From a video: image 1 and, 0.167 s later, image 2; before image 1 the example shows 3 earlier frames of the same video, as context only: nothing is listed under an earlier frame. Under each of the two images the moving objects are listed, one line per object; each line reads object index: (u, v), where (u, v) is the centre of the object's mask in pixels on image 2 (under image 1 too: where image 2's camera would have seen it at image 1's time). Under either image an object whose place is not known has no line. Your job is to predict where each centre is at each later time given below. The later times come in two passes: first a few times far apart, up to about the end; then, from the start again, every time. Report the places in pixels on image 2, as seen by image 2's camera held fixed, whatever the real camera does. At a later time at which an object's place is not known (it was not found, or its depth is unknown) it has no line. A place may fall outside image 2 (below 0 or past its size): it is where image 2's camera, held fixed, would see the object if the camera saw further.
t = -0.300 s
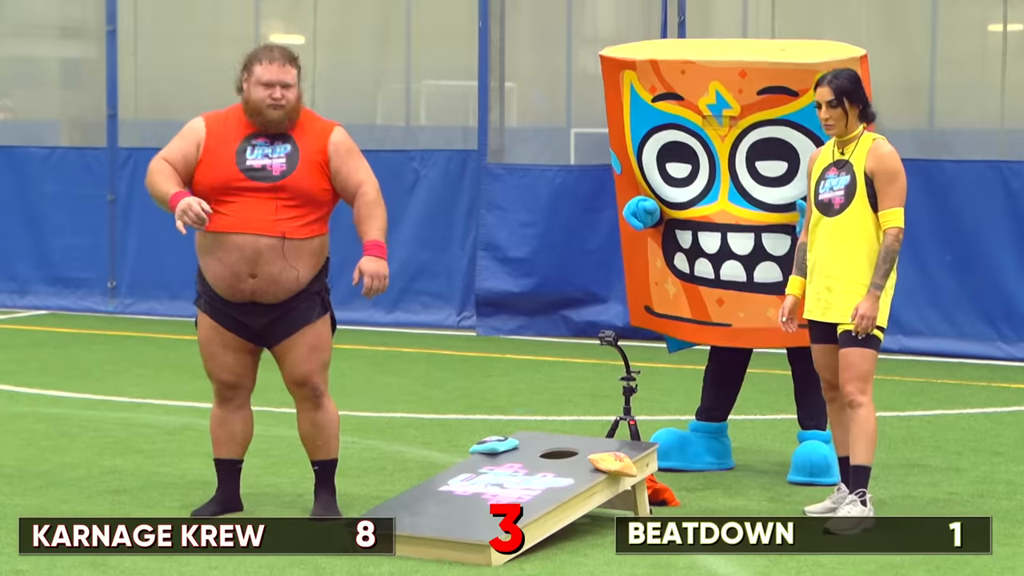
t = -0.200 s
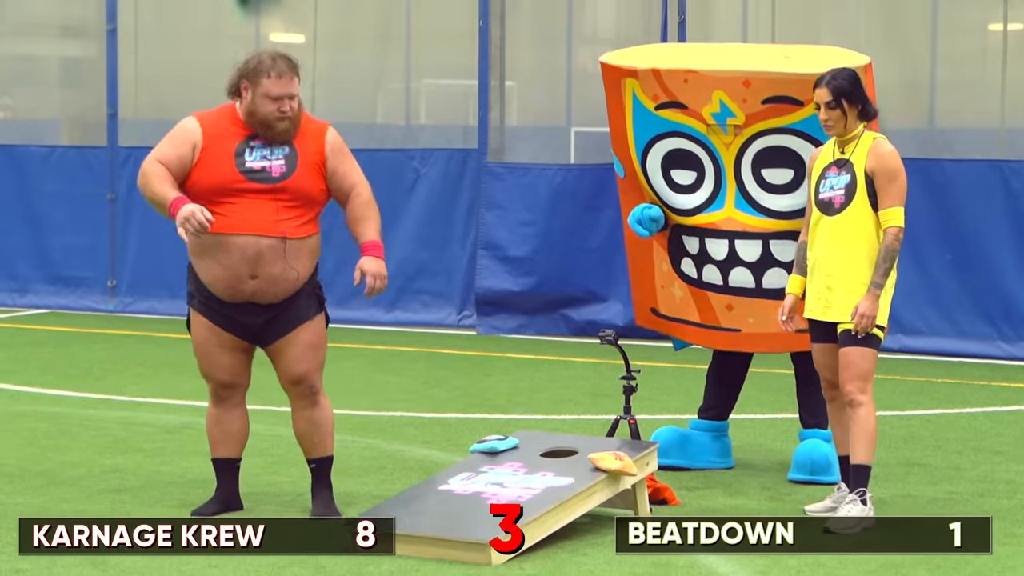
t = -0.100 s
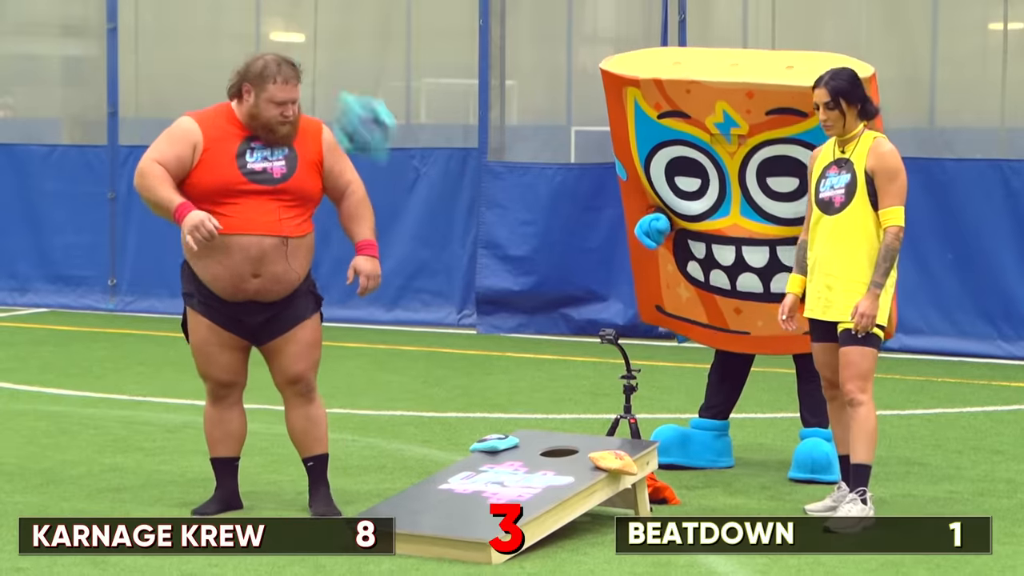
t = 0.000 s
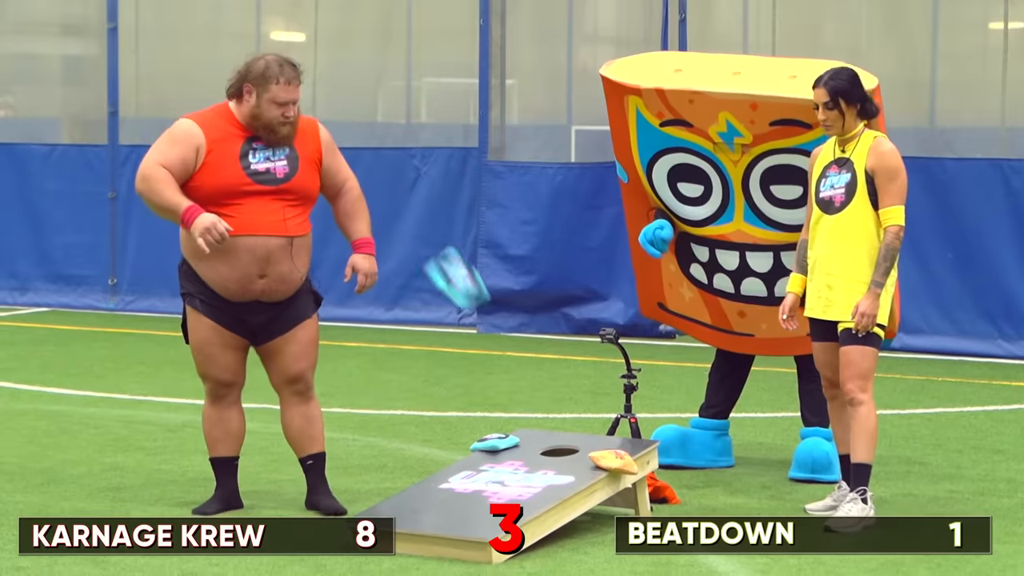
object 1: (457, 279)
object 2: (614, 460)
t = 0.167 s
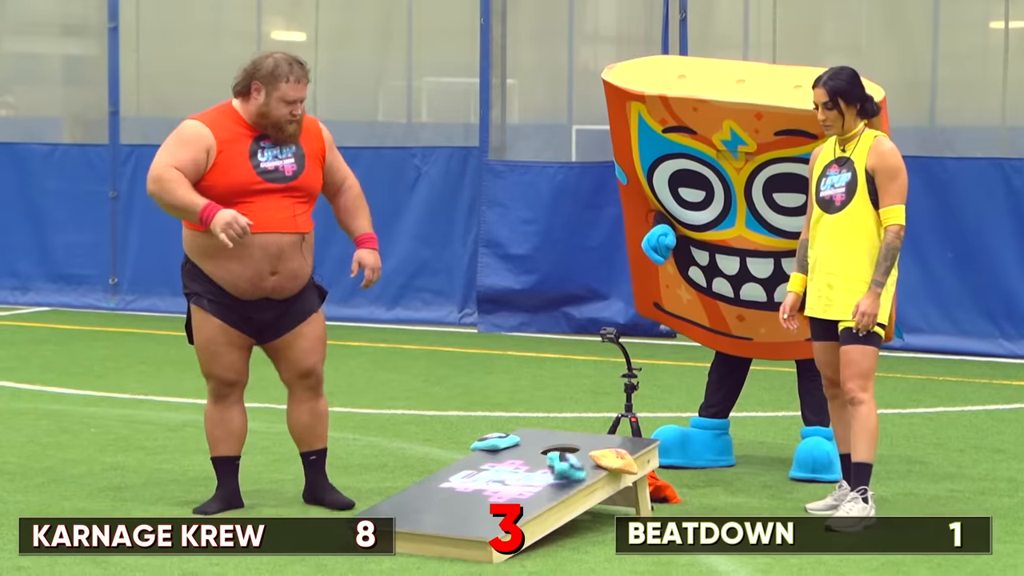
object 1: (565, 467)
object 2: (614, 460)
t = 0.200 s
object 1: (571, 461)
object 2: (614, 461)
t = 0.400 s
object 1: (584, 448)
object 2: (620, 464)
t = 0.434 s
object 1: (585, 448)
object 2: (621, 465)
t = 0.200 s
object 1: (571, 461)
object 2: (614, 461)
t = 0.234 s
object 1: (576, 458)
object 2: (615, 462)
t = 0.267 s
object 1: (579, 455)
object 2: (617, 462)
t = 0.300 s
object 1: (582, 452)
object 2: (618, 462)
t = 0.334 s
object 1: (583, 451)
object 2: (619, 463)
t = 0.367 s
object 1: (583, 450)
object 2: (620, 463)
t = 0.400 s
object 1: (584, 448)
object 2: (620, 464)
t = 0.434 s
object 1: (585, 448)
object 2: (621, 465)
